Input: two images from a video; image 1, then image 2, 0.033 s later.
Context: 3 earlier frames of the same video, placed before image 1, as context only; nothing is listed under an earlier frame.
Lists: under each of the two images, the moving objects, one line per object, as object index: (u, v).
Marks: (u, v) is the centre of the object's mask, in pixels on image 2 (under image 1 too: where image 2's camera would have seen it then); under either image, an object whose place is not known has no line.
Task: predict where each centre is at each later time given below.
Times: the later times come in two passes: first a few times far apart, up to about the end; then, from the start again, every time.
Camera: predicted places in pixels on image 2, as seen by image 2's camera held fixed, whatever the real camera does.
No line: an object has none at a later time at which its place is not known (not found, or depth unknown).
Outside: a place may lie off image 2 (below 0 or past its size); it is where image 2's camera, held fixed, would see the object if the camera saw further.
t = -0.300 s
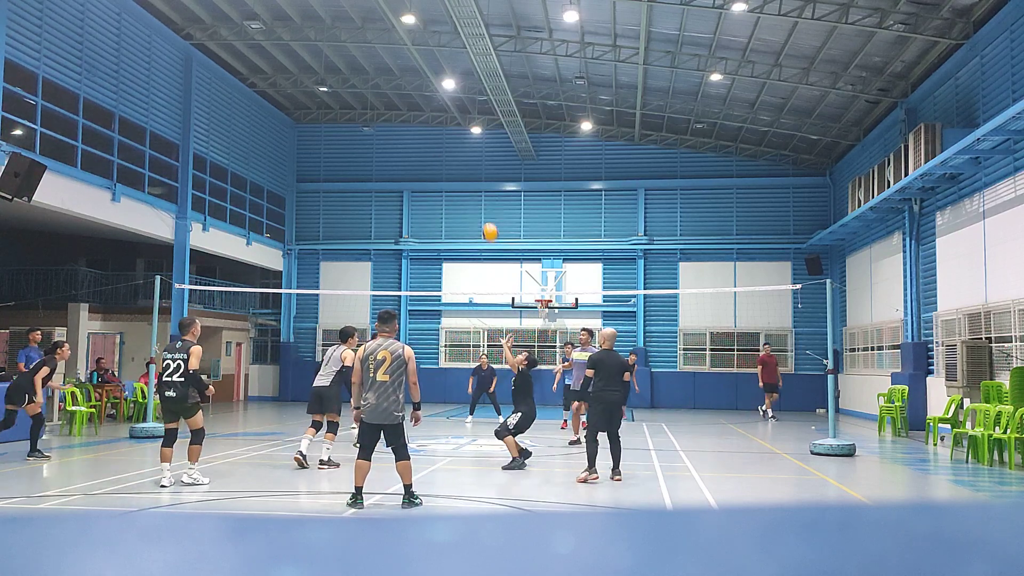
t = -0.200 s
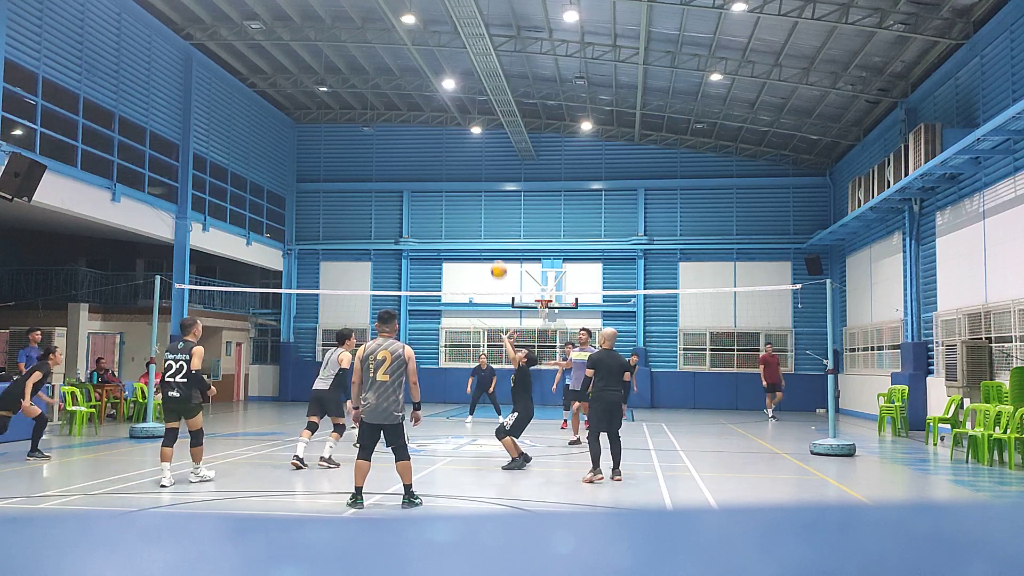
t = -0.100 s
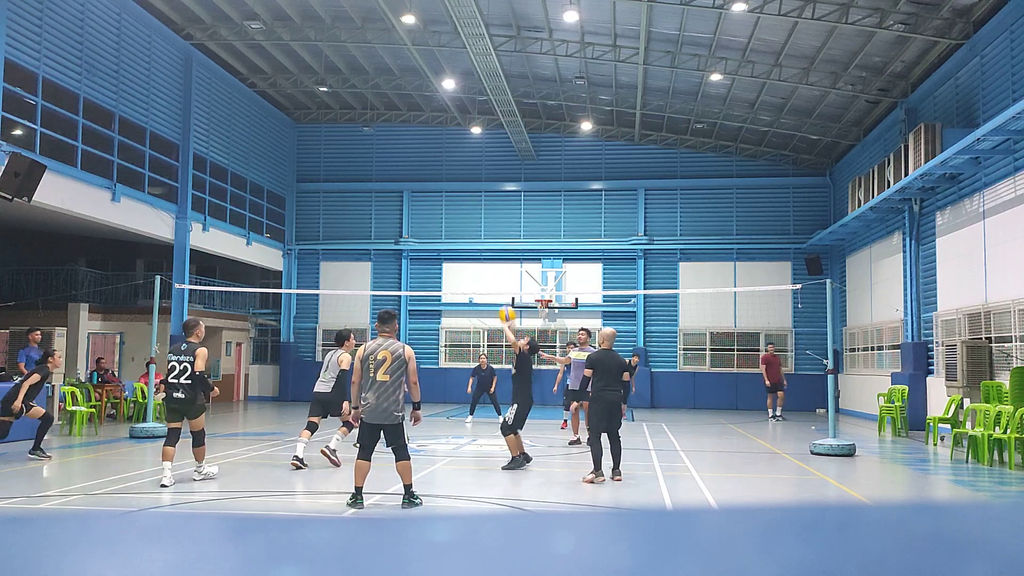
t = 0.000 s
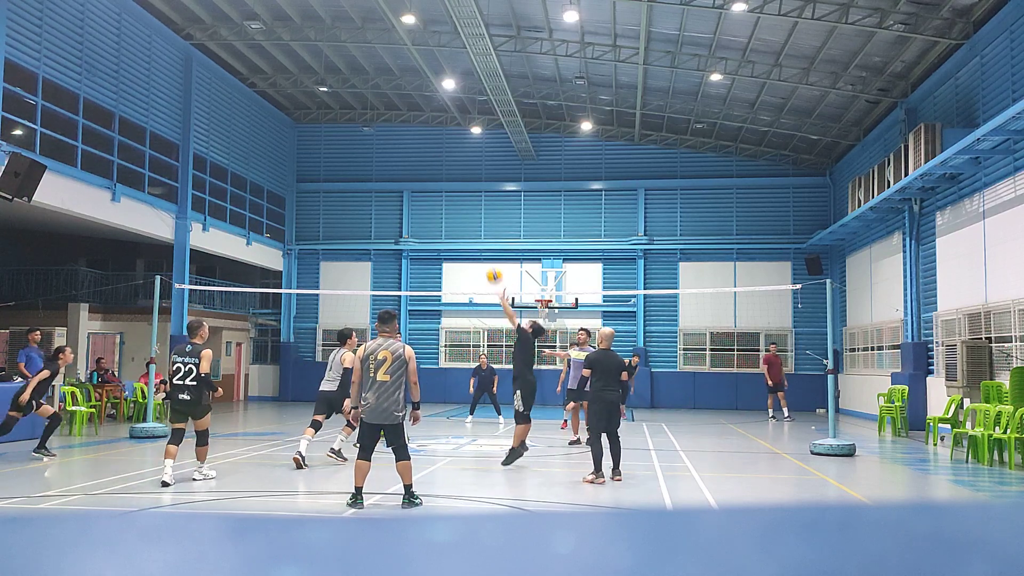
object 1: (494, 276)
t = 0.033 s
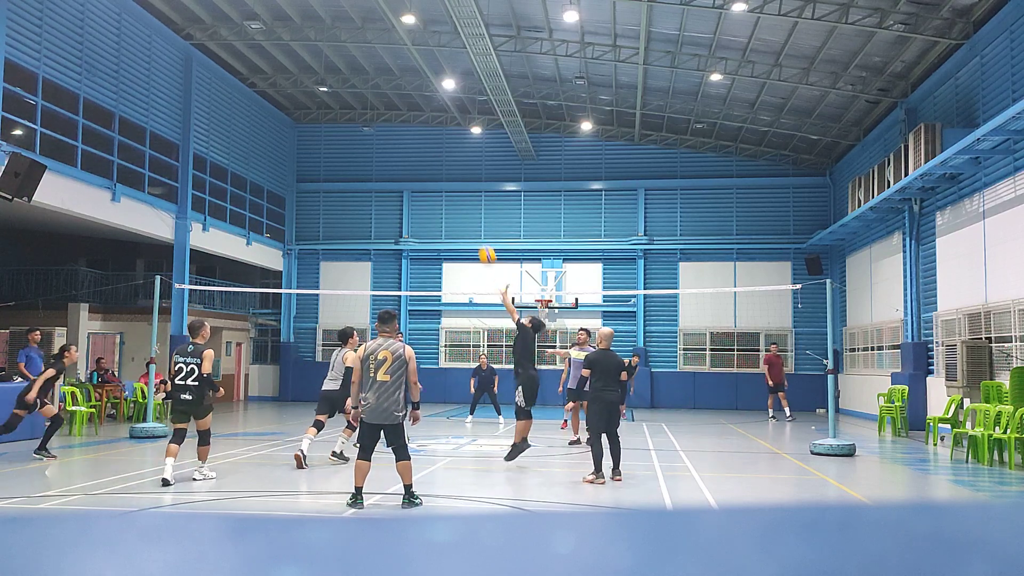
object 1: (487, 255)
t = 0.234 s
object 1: (447, 164)
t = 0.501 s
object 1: (401, 99)
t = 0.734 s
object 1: (364, 87)
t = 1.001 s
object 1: (324, 119)
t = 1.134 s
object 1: (305, 151)
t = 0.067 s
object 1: (480, 237)
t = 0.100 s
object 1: (473, 220)
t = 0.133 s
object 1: (467, 204)
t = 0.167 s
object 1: (460, 190)
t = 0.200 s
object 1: (454, 177)
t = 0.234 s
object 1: (447, 164)
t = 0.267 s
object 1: (441, 153)
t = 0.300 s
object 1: (435, 142)
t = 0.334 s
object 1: (429, 133)
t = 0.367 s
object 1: (423, 124)
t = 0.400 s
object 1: (418, 117)
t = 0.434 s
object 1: (412, 110)
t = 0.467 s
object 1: (407, 104)
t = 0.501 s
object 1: (401, 99)
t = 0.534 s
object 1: (396, 95)
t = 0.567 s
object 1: (391, 92)
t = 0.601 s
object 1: (385, 89)
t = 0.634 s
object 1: (380, 88)
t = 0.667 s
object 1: (375, 87)
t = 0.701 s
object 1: (369, 87)
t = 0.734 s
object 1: (364, 87)
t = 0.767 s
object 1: (359, 89)
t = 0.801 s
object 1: (354, 91)
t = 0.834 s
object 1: (349, 94)
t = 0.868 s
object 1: (344, 98)
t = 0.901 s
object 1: (339, 102)
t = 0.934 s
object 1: (334, 107)
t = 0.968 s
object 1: (329, 113)
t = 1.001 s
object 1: (324, 119)
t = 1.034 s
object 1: (319, 126)
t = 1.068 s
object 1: (315, 134)
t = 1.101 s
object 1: (310, 142)
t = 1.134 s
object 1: (305, 151)
